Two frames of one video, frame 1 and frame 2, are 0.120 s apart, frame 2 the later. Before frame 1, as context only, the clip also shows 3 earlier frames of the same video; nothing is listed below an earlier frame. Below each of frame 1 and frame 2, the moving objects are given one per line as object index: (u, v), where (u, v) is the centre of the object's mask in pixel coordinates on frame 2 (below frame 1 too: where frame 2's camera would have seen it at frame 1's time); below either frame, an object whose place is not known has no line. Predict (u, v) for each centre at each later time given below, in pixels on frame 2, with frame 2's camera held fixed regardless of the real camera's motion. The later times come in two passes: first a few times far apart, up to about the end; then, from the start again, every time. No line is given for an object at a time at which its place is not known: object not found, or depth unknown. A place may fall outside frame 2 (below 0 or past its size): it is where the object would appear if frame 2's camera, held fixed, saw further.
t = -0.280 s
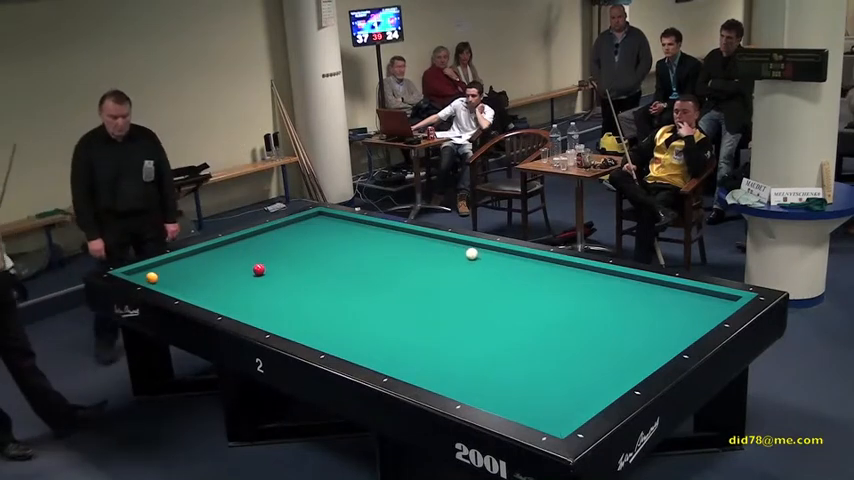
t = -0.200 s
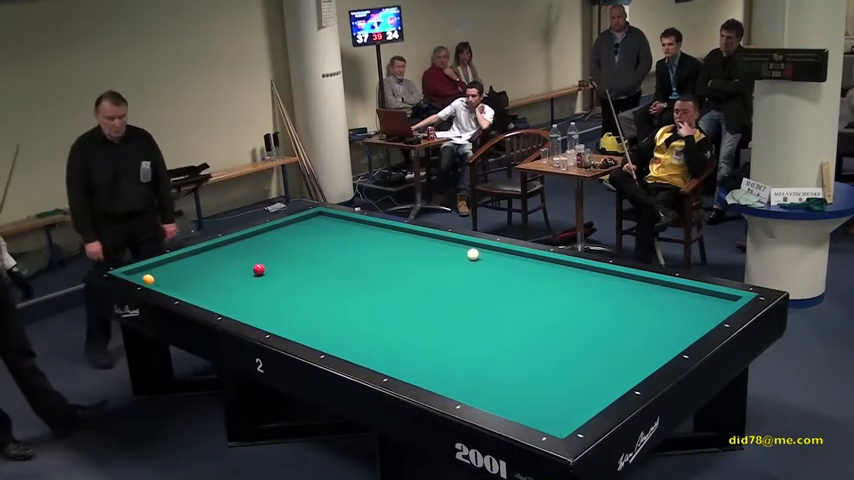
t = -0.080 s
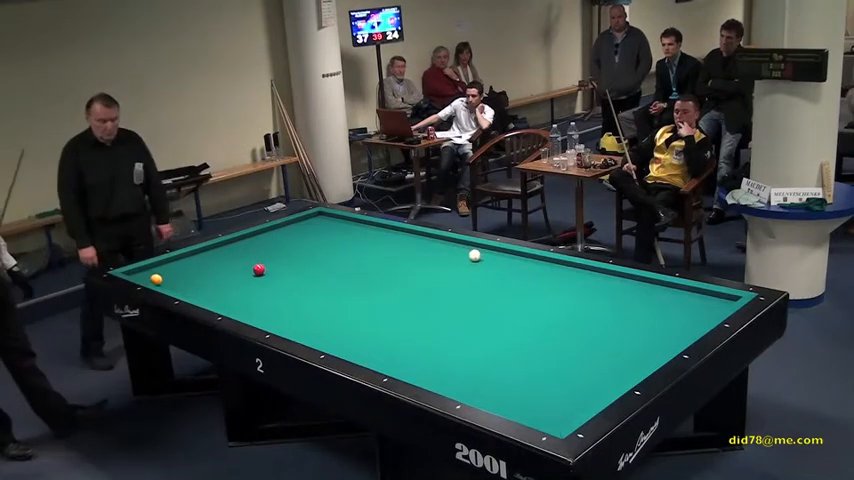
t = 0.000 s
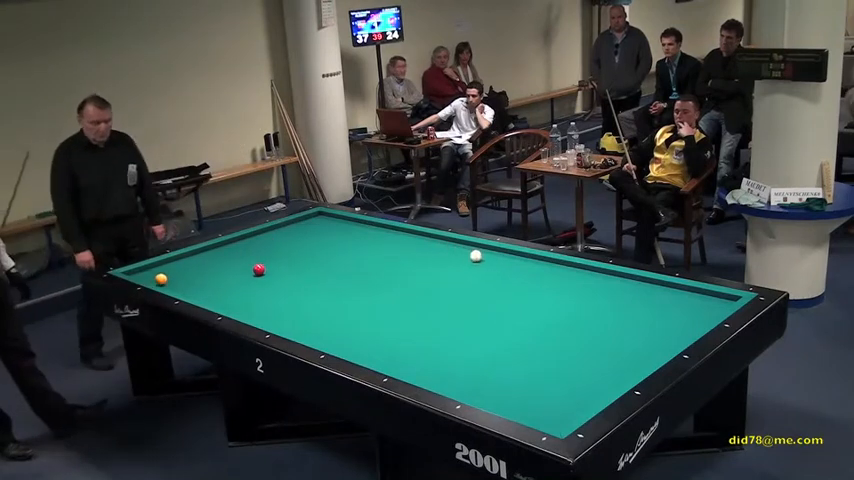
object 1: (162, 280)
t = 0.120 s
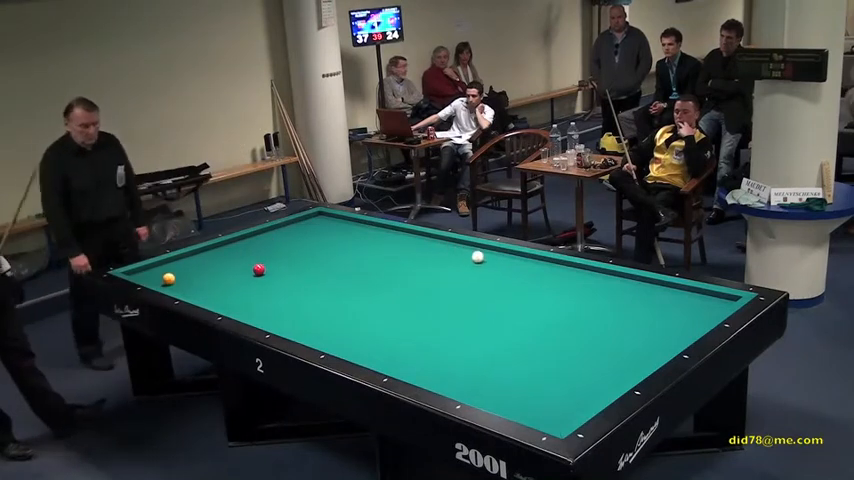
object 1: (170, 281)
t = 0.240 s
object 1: (177, 280)
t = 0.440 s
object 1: (190, 279)
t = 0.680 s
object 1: (203, 277)
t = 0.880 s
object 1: (215, 277)
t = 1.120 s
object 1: (228, 276)
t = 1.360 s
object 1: (241, 275)
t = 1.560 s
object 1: (251, 274)
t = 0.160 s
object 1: (172, 280)
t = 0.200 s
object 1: (175, 280)
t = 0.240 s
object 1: (177, 280)
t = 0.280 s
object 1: (180, 280)
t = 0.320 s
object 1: (182, 279)
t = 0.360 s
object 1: (184, 279)
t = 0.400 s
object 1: (187, 279)
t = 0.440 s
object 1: (190, 279)
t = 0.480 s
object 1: (192, 278)
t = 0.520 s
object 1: (194, 278)
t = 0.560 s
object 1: (196, 278)
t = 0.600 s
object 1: (199, 278)
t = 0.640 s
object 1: (201, 278)
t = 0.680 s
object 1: (203, 277)
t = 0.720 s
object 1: (206, 277)
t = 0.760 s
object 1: (208, 277)
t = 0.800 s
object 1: (210, 277)
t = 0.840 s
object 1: (213, 277)
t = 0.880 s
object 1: (215, 277)
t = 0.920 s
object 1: (217, 276)
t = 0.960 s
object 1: (220, 276)
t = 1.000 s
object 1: (222, 276)
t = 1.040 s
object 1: (224, 276)
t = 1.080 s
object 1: (226, 276)
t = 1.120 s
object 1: (228, 276)
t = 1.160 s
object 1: (231, 275)
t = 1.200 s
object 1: (233, 275)
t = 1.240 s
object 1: (235, 275)
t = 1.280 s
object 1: (237, 275)
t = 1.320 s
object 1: (239, 275)
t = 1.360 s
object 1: (241, 275)
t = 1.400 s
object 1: (243, 275)
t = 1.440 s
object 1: (245, 274)
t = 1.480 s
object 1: (247, 274)
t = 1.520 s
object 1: (249, 274)
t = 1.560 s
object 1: (251, 274)
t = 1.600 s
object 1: (252, 274)
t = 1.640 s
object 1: (253, 273)
